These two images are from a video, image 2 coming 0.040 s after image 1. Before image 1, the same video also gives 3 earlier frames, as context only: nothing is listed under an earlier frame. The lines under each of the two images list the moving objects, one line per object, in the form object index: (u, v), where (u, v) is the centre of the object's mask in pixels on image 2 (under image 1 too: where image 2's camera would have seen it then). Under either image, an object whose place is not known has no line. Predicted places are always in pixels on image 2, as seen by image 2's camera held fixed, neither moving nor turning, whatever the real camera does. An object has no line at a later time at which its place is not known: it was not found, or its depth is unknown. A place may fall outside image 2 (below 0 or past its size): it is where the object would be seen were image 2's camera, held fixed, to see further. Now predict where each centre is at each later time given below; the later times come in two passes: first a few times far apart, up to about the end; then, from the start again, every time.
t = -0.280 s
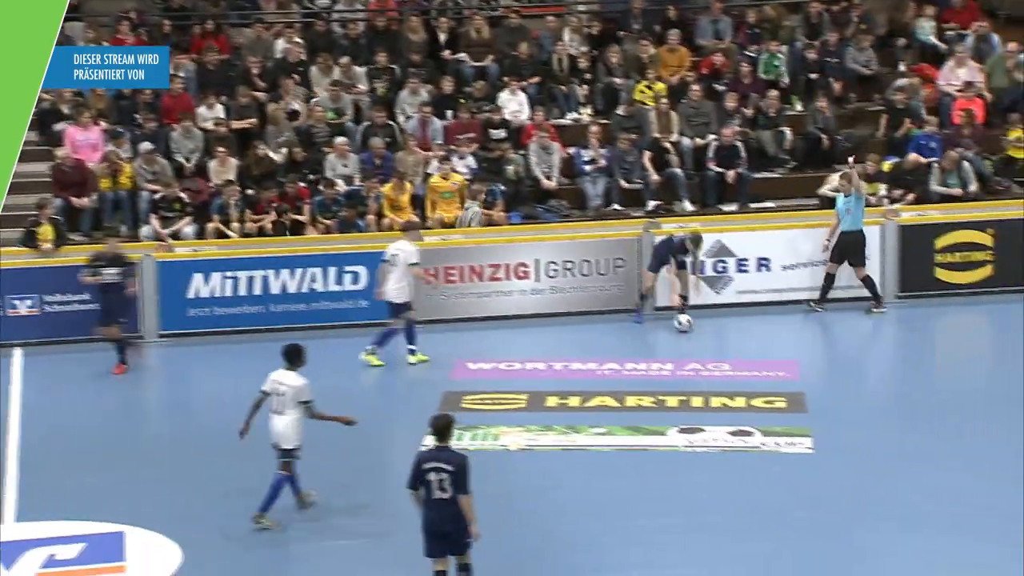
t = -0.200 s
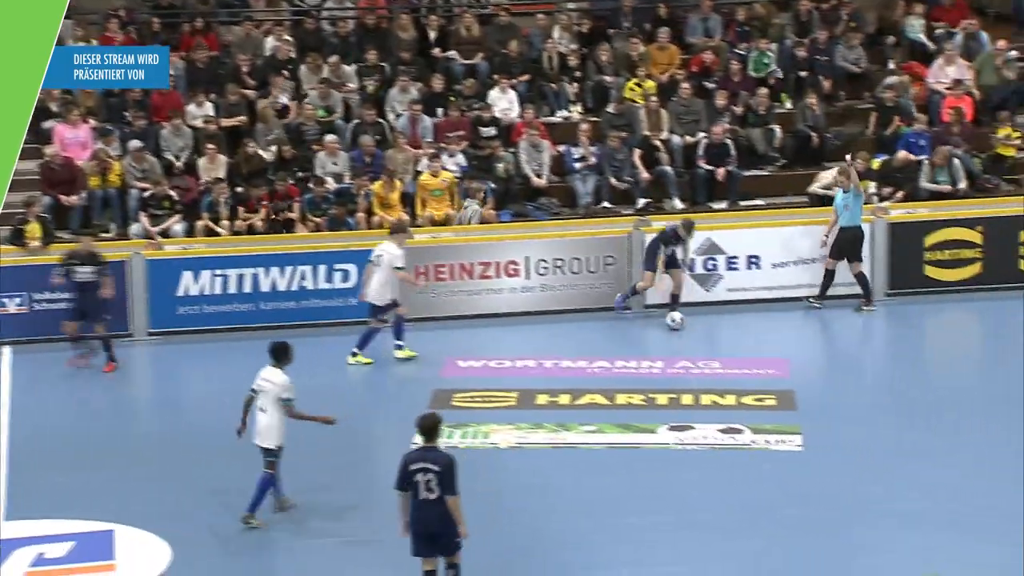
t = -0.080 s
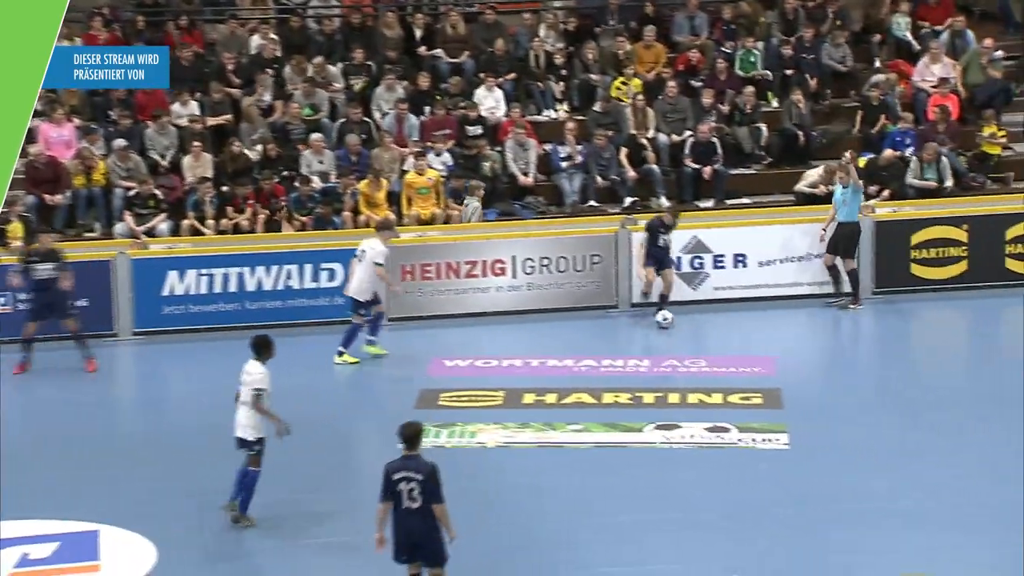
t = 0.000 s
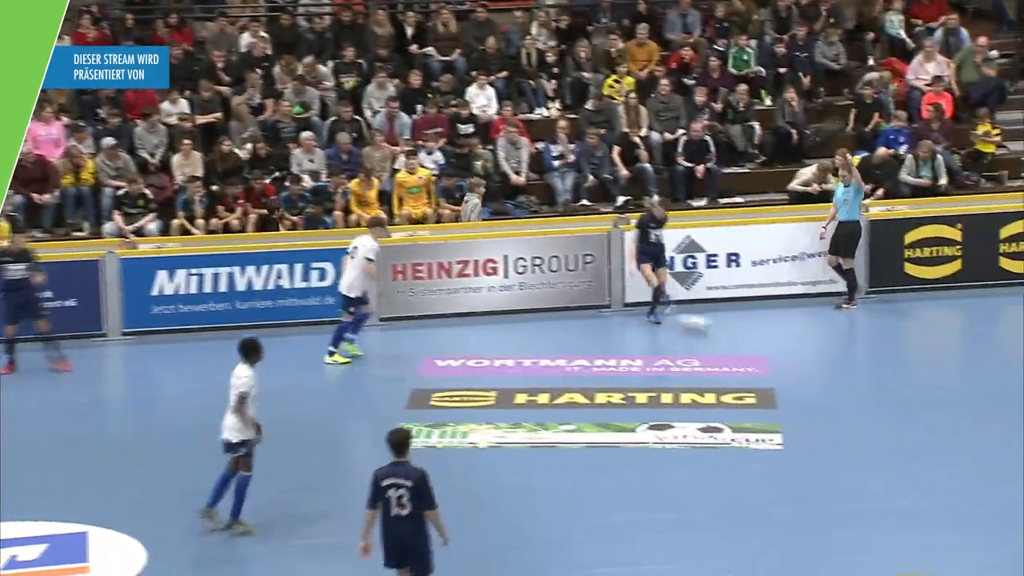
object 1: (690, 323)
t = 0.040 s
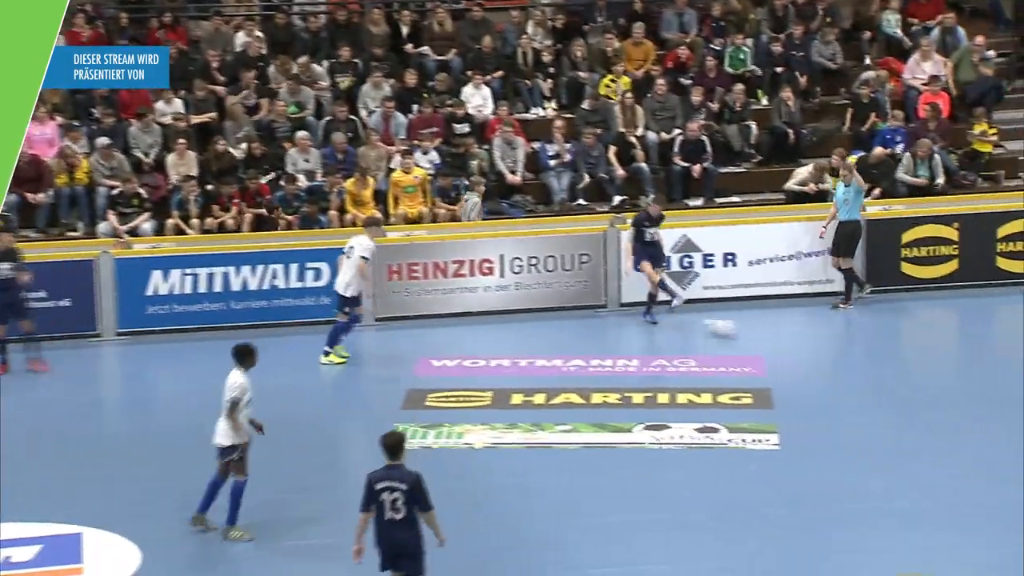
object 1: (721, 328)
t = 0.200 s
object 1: (837, 345)
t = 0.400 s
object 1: (974, 366)
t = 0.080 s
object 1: (750, 333)
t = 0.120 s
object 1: (778, 337)
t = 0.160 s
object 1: (809, 341)
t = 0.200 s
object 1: (837, 345)
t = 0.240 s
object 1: (864, 349)
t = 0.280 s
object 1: (891, 353)
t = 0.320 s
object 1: (919, 358)
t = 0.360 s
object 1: (945, 362)
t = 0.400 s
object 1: (974, 366)
